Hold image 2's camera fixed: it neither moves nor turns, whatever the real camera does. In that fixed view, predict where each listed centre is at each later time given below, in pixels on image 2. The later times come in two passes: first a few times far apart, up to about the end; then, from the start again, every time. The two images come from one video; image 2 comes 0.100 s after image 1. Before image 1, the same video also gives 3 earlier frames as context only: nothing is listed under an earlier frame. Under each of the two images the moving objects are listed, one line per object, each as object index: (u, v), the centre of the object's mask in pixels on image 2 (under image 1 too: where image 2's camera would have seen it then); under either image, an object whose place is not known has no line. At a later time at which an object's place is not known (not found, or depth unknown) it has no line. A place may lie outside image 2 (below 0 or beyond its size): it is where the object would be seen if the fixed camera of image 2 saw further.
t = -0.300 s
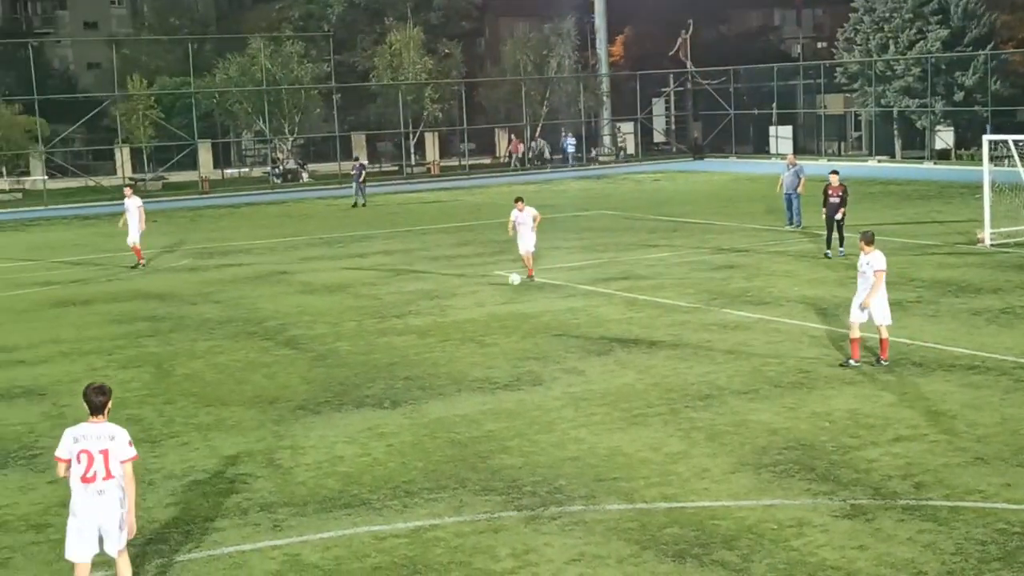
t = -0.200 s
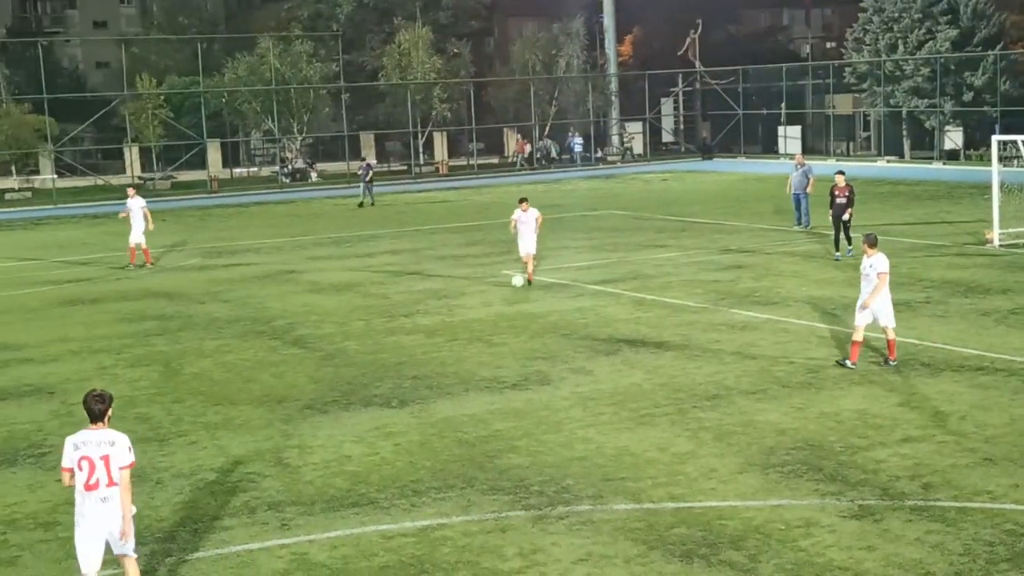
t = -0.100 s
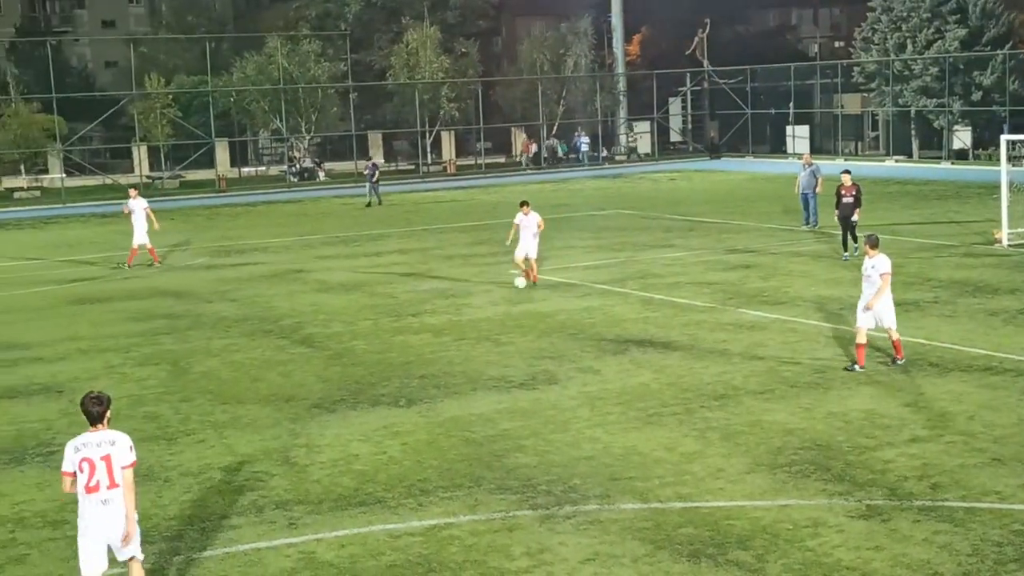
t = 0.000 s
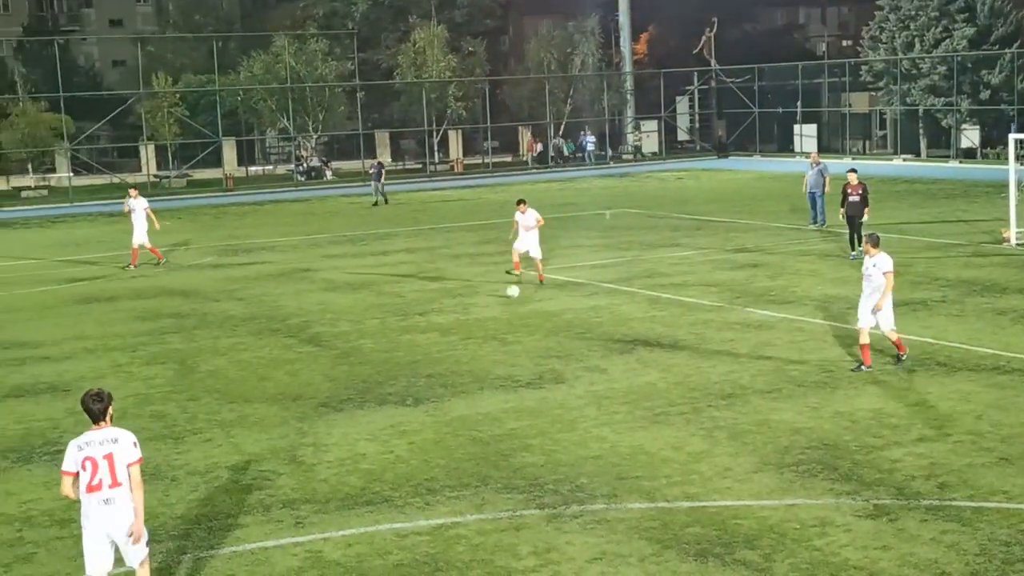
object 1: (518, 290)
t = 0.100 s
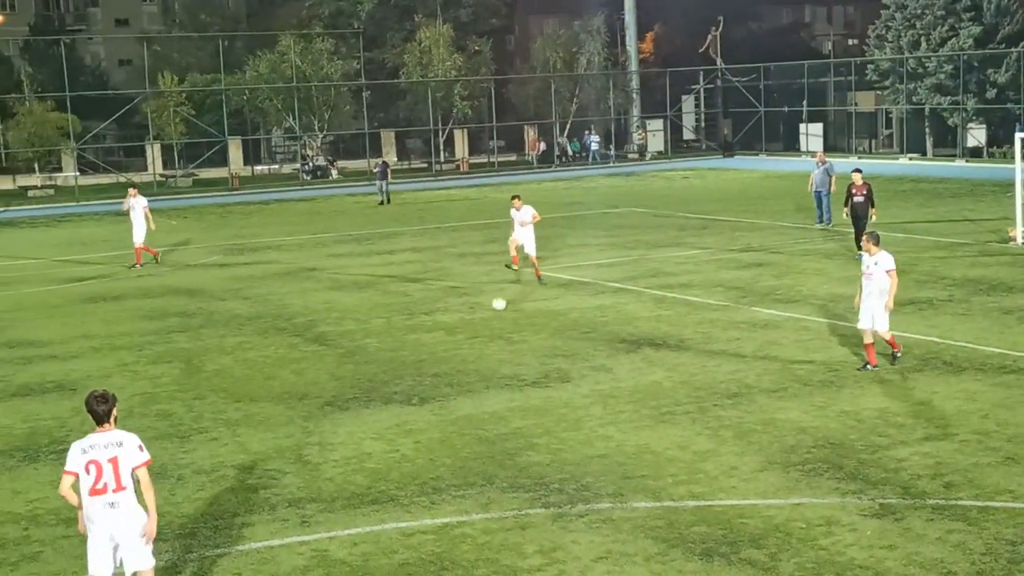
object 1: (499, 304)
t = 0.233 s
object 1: (474, 322)
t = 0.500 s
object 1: (424, 363)
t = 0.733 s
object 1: (380, 407)
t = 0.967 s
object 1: (338, 455)
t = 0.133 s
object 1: (493, 309)
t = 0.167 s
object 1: (487, 313)
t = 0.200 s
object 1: (481, 317)
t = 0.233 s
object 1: (474, 322)
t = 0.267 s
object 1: (467, 328)
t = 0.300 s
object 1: (462, 332)
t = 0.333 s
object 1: (455, 337)
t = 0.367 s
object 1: (449, 342)
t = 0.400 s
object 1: (442, 349)
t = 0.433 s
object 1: (437, 353)
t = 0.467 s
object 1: (431, 358)
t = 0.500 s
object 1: (424, 363)
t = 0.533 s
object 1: (418, 370)
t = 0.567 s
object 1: (412, 375)
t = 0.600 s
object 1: (405, 379)
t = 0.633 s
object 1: (399, 385)
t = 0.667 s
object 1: (393, 393)
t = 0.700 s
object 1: (386, 400)
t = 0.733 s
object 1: (380, 407)
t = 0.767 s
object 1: (374, 414)
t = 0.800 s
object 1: (369, 421)
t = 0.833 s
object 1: (363, 426)
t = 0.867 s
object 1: (356, 431)
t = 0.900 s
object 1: (350, 438)
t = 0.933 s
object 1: (344, 446)
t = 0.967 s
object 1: (338, 455)
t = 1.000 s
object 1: (332, 459)
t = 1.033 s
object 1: (325, 463)
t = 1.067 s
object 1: (319, 470)
